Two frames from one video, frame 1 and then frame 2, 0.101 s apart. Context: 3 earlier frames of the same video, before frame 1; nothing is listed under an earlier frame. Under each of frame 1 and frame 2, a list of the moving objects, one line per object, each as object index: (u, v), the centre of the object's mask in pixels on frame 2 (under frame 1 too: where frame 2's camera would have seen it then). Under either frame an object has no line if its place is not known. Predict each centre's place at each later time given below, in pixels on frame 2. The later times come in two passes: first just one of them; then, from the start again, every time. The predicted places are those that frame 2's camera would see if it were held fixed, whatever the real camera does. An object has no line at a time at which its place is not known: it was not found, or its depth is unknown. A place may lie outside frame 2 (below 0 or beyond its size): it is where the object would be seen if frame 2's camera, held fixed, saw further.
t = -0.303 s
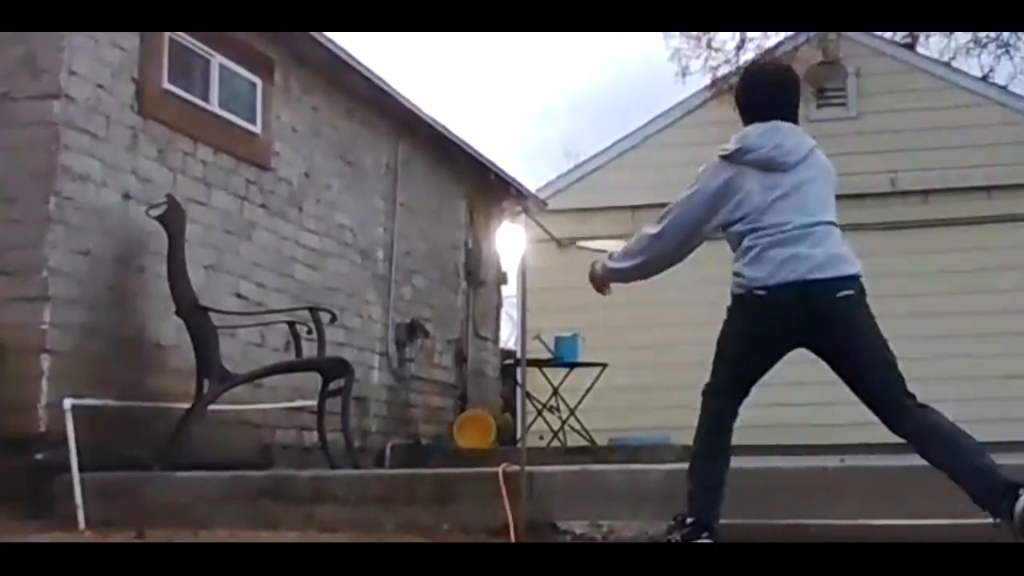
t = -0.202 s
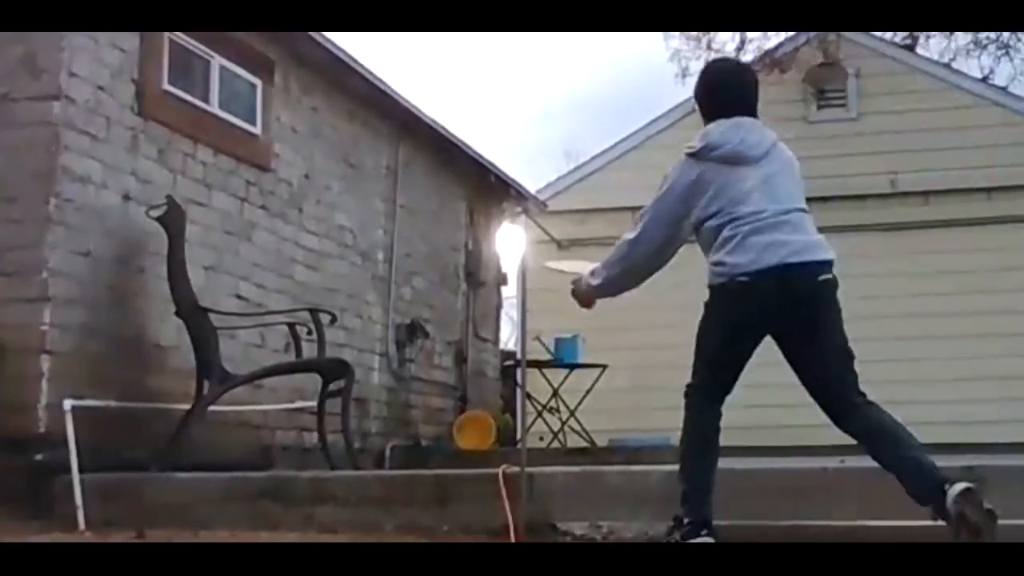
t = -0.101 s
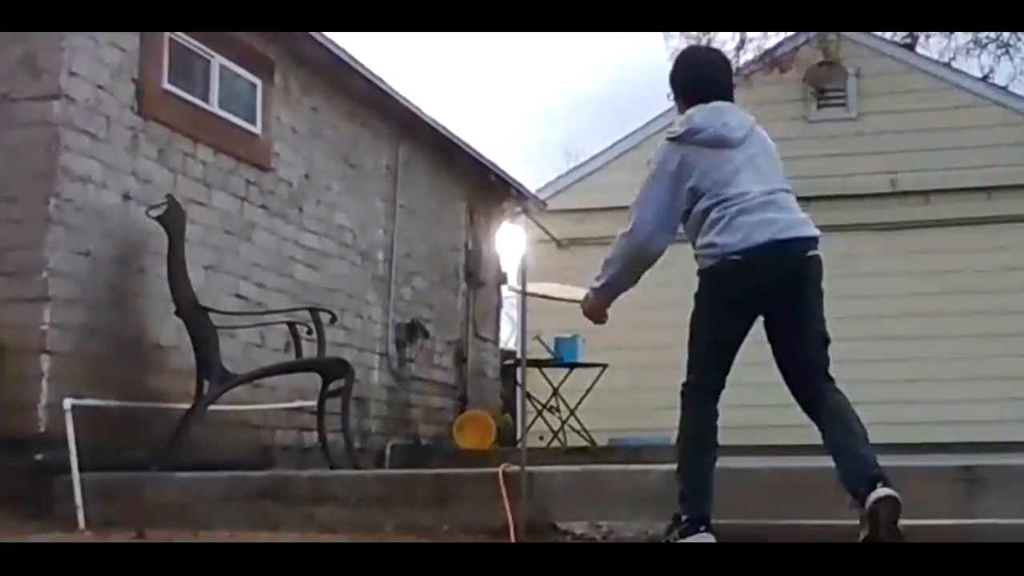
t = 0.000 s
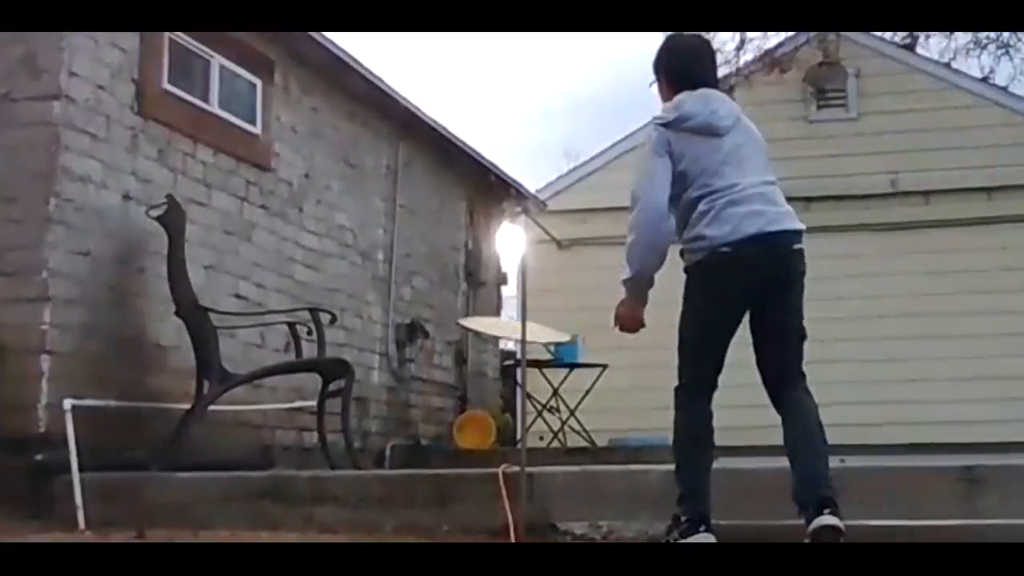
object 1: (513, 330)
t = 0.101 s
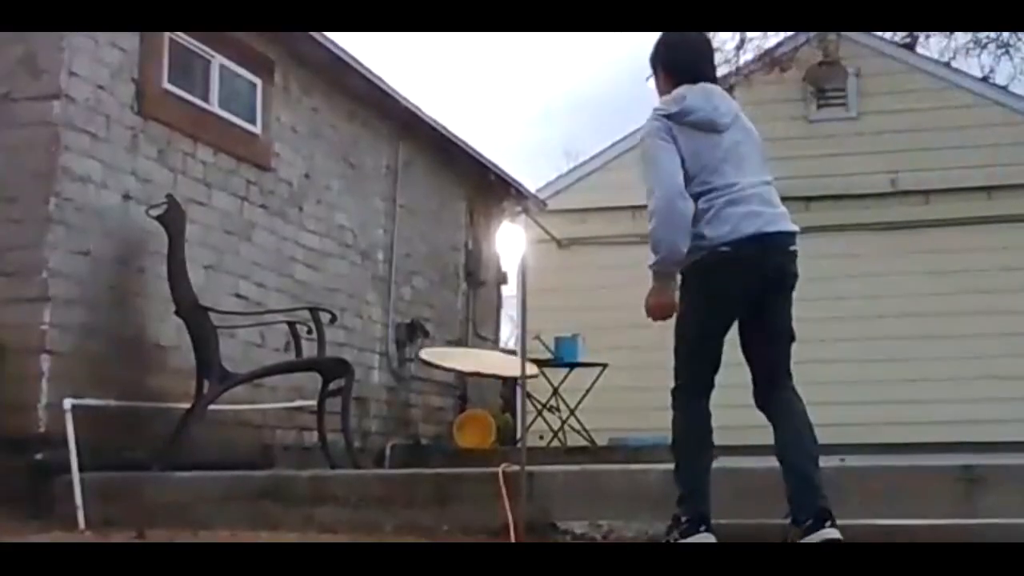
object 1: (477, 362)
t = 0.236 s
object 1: (425, 421)
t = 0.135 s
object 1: (462, 375)
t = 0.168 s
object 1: (453, 389)
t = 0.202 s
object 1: (439, 404)
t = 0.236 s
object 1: (425, 421)
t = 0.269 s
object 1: (416, 436)
